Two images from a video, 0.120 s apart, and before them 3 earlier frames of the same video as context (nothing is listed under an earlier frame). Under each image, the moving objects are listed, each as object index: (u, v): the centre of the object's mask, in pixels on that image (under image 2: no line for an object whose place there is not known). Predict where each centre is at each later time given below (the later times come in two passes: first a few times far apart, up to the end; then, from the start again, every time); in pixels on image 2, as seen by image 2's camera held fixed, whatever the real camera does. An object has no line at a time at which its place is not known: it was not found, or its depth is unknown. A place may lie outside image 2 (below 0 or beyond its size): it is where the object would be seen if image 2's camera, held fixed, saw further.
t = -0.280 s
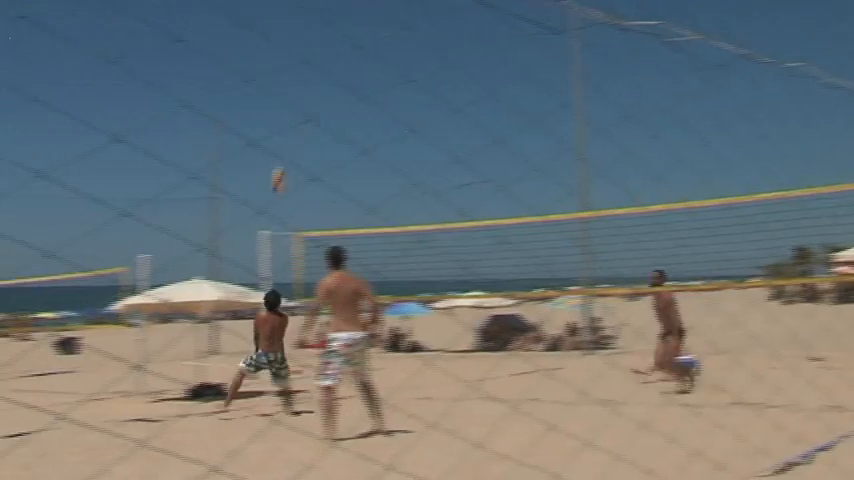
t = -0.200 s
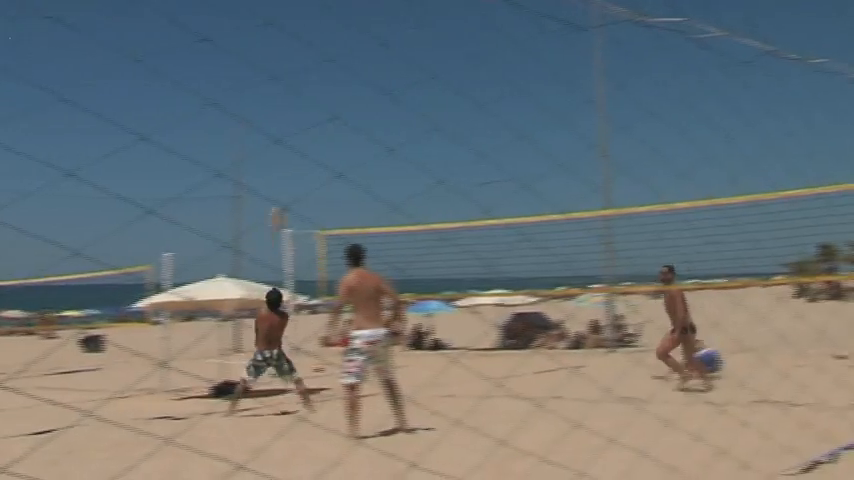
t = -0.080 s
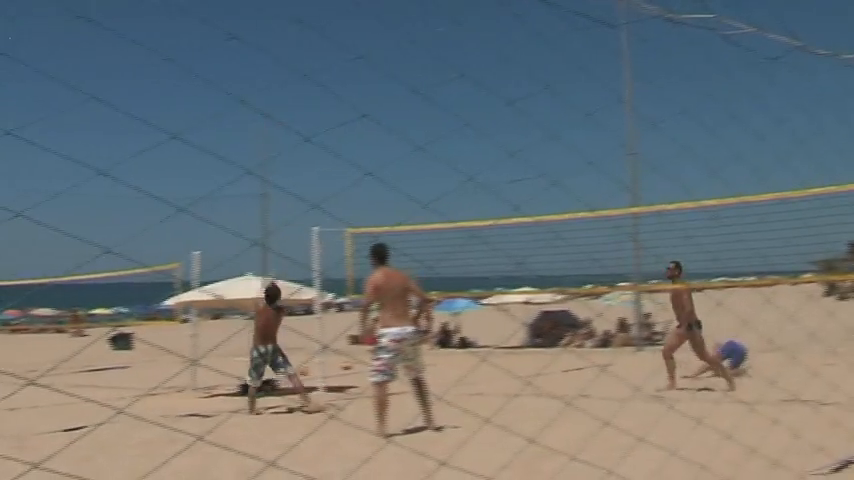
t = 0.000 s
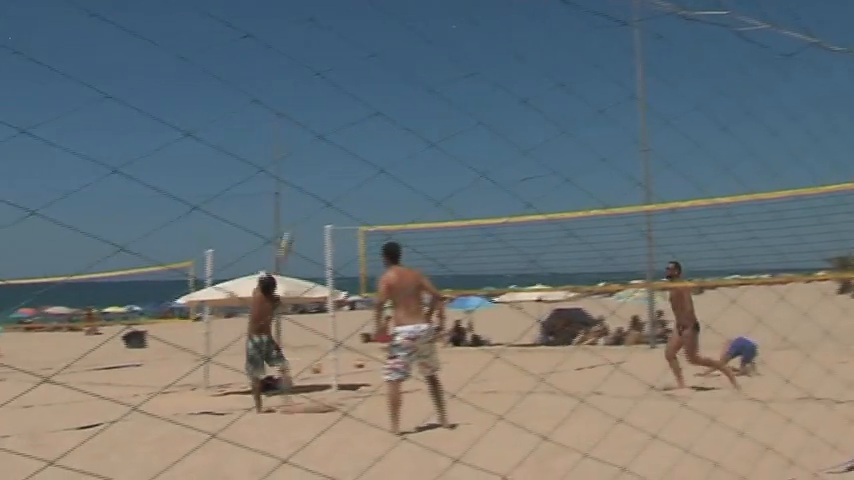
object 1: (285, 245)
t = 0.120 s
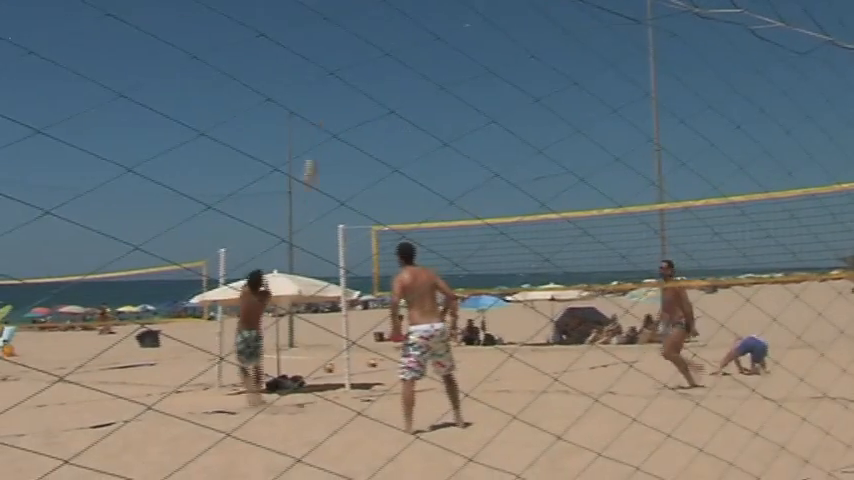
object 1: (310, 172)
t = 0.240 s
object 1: (320, 112)
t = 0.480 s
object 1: (341, 22)
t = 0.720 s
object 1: (363, -24)
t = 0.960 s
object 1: (386, -26)
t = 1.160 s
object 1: (403, 8)
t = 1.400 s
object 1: (426, 95)
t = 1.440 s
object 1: (429, 115)
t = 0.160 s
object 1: (312, 151)
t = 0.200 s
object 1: (317, 132)
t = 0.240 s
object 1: (320, 112)
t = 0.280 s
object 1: (322, 93)
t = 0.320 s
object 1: (327, 78)
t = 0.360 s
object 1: (331, 61)
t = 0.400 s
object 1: (334, 47)
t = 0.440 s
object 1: (338, 34)
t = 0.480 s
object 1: (341, 22)
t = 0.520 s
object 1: (345, 12)
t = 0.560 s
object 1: (348, 2)
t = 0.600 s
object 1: (352, -6)
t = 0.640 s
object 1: (356, -14)
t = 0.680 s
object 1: (359, -20)
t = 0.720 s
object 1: (363, -24)
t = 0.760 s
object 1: (367, -27)
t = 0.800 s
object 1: (371, -29)
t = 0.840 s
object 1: (375, -30)
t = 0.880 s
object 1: (379, -31)
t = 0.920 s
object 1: (383, -28)
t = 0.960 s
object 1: (386, -26)
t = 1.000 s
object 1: (389, -21)
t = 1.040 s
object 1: (393, -16)
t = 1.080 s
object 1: (396, -10)
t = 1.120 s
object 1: (400, -2)
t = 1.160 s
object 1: (403, 8)
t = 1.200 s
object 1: (408, 21)
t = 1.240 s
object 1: (411, 32)
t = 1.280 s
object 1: (416, 45)
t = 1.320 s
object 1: (419, 61)
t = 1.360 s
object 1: (422, 78)
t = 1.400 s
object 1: (426, 95)
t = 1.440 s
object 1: (429, 115)
